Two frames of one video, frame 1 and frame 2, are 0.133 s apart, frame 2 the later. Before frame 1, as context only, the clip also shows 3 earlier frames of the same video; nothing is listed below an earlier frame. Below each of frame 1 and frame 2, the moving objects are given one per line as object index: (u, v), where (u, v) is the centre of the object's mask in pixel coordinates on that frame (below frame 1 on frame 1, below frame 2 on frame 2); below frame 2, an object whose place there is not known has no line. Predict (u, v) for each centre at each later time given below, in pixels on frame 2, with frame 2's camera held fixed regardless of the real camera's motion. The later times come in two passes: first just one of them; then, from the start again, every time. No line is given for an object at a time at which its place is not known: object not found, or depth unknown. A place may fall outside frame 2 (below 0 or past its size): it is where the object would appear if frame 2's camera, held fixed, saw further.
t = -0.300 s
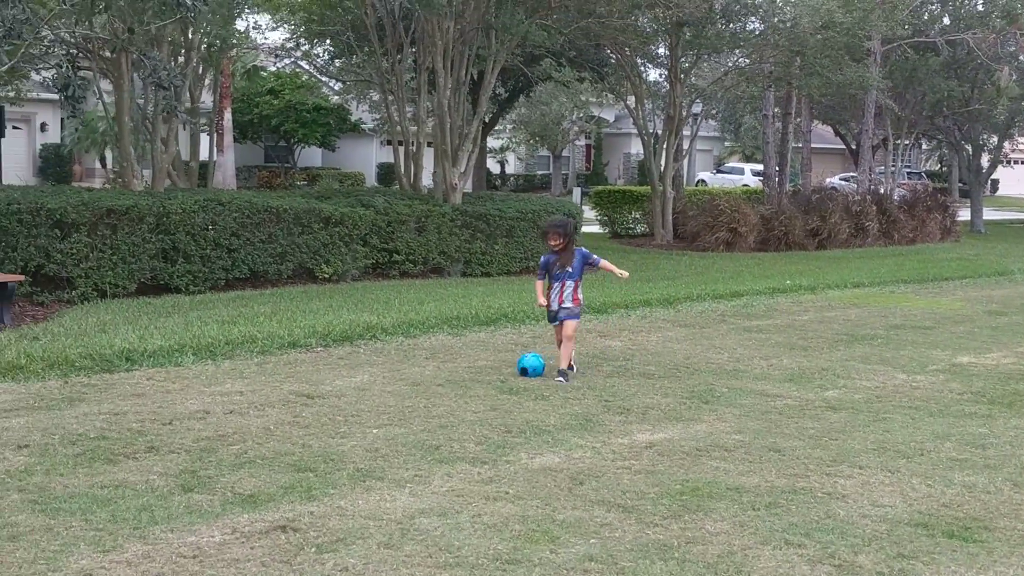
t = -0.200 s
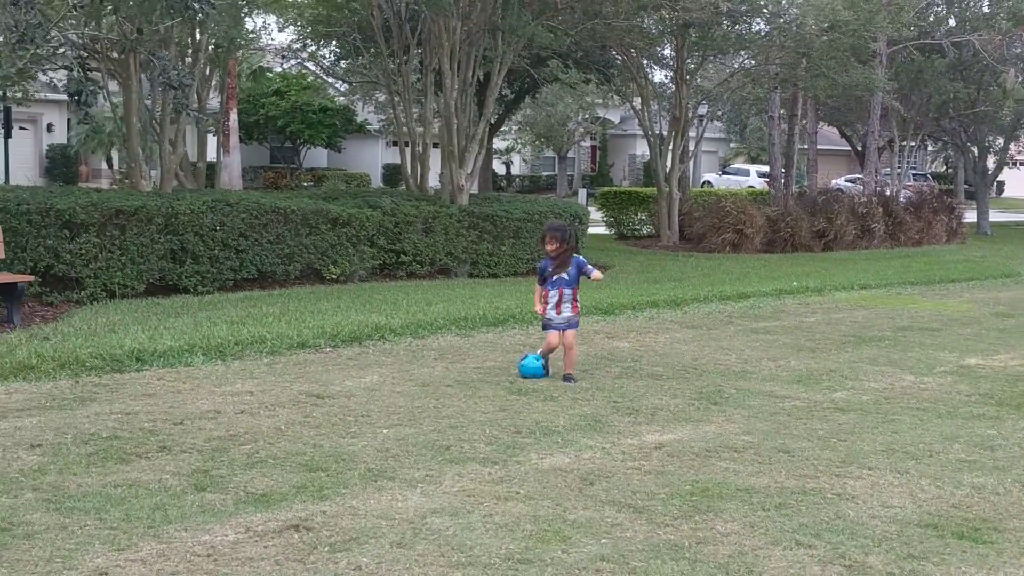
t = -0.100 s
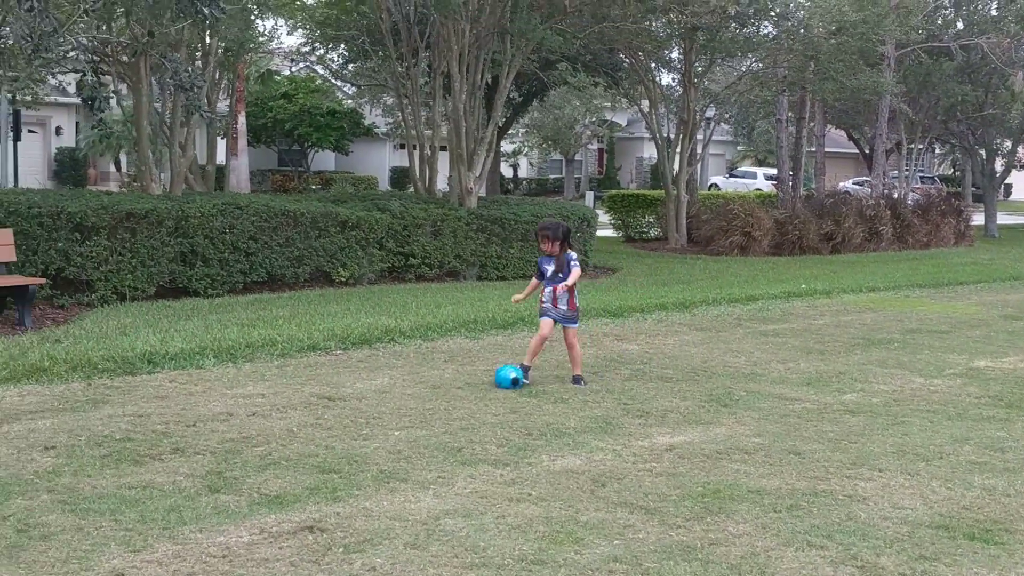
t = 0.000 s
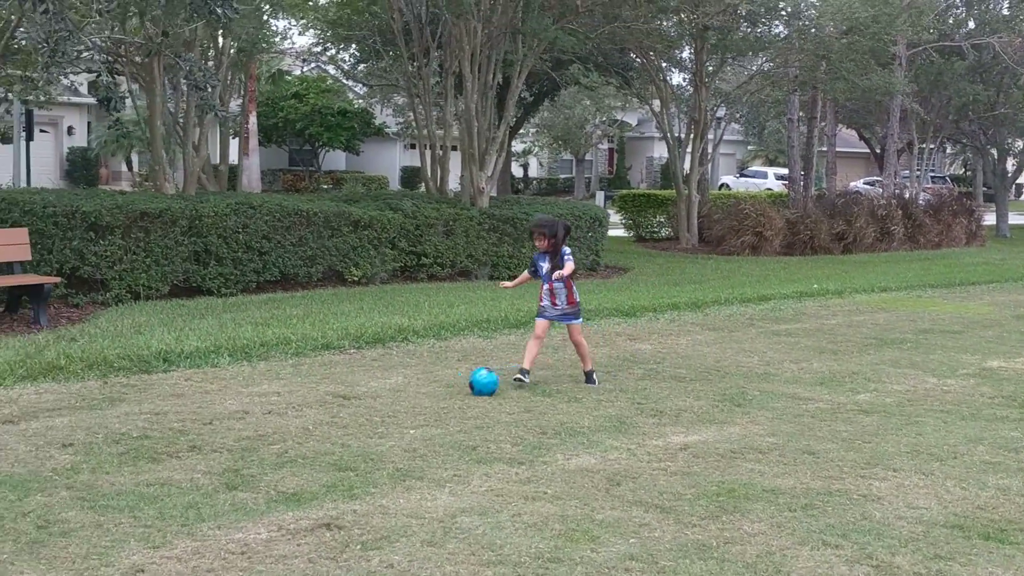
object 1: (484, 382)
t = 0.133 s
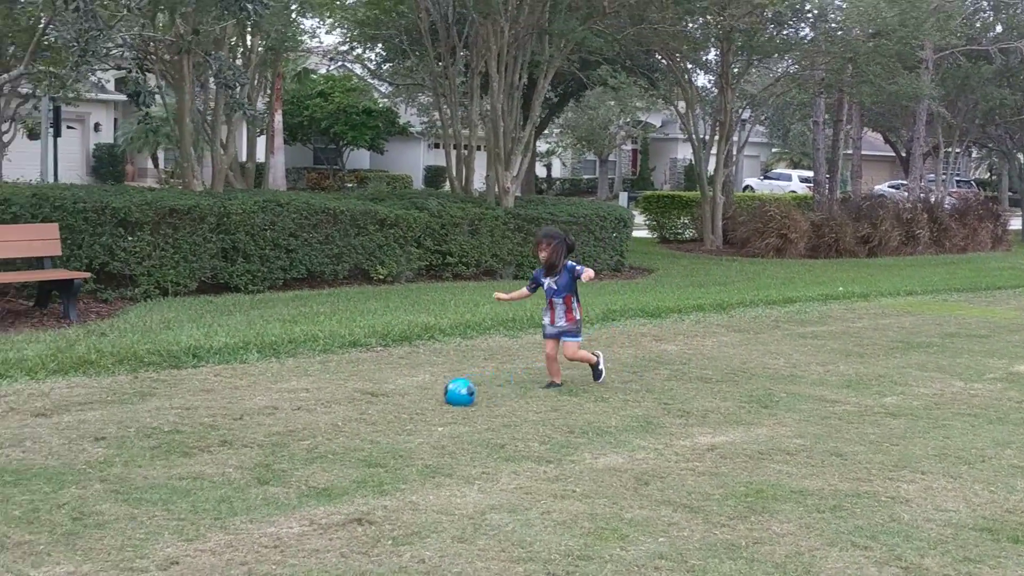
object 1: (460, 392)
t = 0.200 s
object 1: (438, 395)
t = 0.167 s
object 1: (449, 394)
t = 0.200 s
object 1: (438, 395)
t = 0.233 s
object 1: (428, 395)
